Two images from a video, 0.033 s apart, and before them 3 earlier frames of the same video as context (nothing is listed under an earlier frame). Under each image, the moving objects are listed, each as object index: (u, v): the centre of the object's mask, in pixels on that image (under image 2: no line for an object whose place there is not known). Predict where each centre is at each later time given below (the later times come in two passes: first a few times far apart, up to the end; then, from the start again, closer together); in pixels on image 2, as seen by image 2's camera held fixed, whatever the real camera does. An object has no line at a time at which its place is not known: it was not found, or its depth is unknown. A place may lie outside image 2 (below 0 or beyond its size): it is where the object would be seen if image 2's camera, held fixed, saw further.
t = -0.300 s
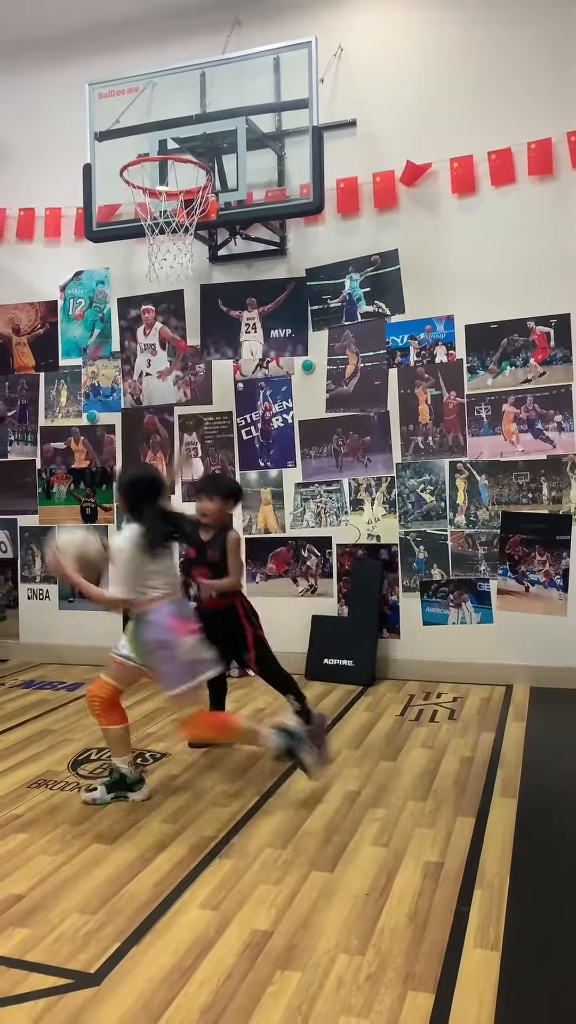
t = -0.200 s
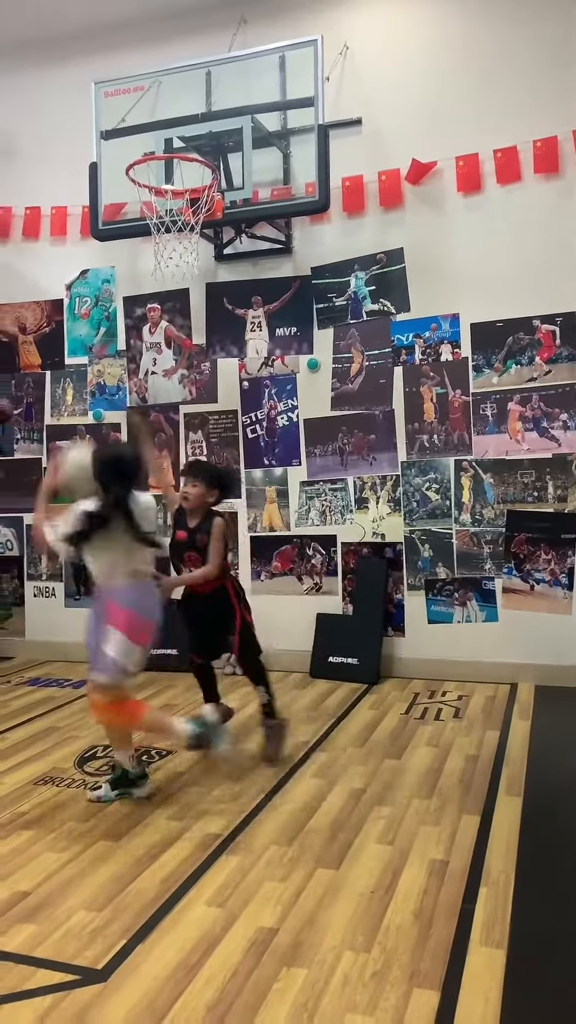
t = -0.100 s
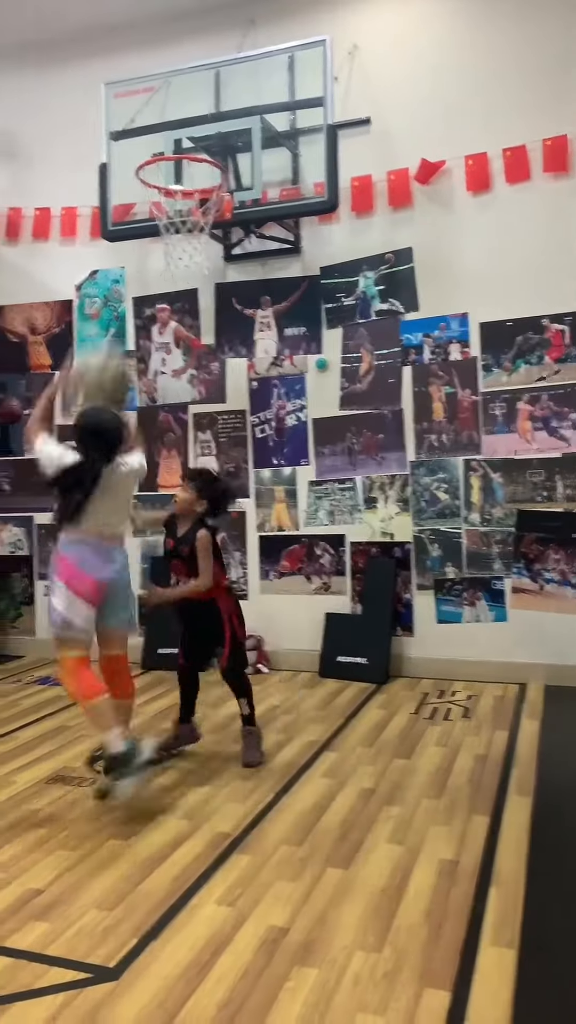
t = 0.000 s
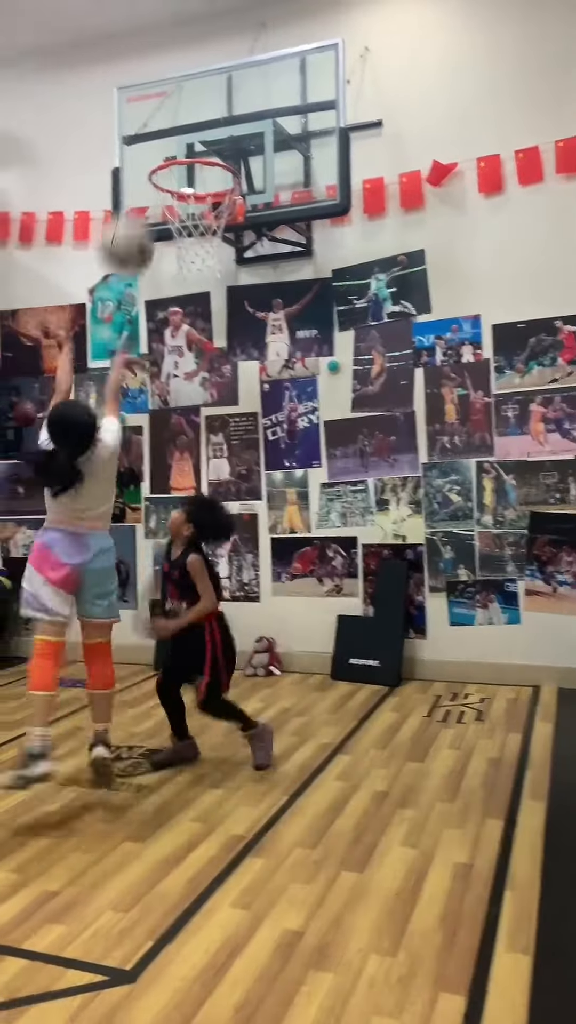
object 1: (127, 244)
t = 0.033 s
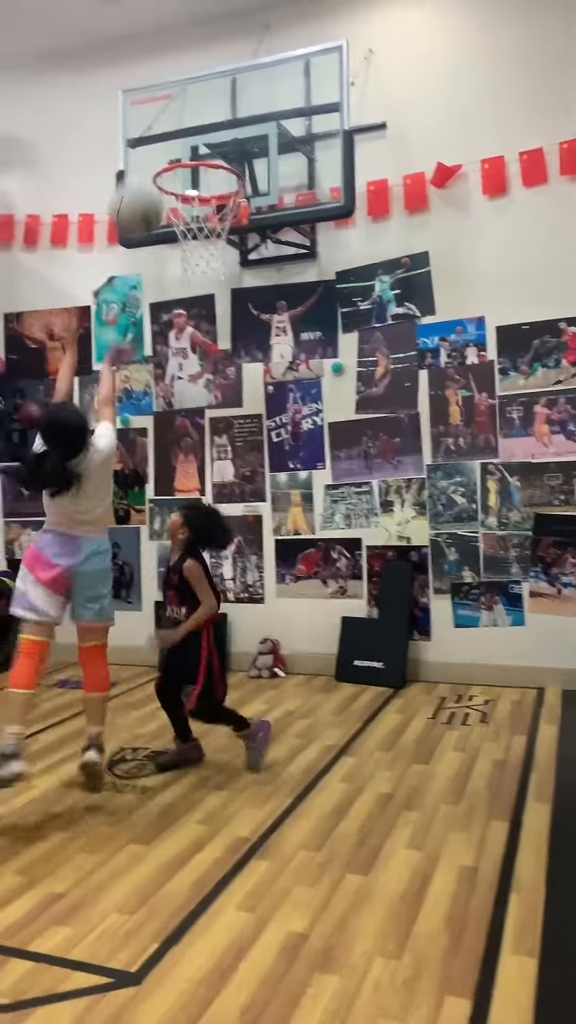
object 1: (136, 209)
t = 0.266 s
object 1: (164, 33)
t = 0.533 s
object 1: (193, -3)
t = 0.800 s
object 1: (225, 103)
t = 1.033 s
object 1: (224, 132)
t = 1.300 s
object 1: (212, 191)
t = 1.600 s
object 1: (200, 357)
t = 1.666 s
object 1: (199, 410)
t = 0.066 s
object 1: (140, 174)
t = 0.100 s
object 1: (145, 148)
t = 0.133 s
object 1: (148, 117)
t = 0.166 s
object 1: (152, 91)
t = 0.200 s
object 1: (156, 68)
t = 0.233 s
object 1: (159, 50)
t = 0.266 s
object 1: (164, 33)
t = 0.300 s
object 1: (168, 20)
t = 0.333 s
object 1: (171, 9)
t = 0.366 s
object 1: (175, 1)
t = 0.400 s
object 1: (179, -4)
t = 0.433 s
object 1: (183, -8)
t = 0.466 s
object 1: (186, -9)
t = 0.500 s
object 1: (190, -7)
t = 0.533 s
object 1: (193, -3)
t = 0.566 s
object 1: (197, 3)
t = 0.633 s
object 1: (205, 23)
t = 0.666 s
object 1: (210, 35)
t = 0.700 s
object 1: (213, 49)
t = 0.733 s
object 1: (218, 66)
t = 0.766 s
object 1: (221, 87)
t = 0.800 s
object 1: (225, 103)
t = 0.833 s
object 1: (230, 131)
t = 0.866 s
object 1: (232, 149)
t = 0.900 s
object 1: (231, 147)
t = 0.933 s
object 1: (230, 141)
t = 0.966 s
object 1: (228, 136)
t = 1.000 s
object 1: (226, 132)
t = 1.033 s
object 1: (224, 132)
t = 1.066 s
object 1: (222, 131)
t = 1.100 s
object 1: (221, 133)
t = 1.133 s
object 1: (219, 137)
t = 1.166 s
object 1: (217, 142)
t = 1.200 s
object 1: (217, 148)
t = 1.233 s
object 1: (215, 159)
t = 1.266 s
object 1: (211, 173)
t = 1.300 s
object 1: (212, 191)
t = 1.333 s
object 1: (209, 204)
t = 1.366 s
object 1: (208, 224)
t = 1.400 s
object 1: (205, 242)
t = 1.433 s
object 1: (206, 259)
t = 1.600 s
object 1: (200, 357)
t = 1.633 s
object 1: (203, 386)
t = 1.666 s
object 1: (199, 410)
